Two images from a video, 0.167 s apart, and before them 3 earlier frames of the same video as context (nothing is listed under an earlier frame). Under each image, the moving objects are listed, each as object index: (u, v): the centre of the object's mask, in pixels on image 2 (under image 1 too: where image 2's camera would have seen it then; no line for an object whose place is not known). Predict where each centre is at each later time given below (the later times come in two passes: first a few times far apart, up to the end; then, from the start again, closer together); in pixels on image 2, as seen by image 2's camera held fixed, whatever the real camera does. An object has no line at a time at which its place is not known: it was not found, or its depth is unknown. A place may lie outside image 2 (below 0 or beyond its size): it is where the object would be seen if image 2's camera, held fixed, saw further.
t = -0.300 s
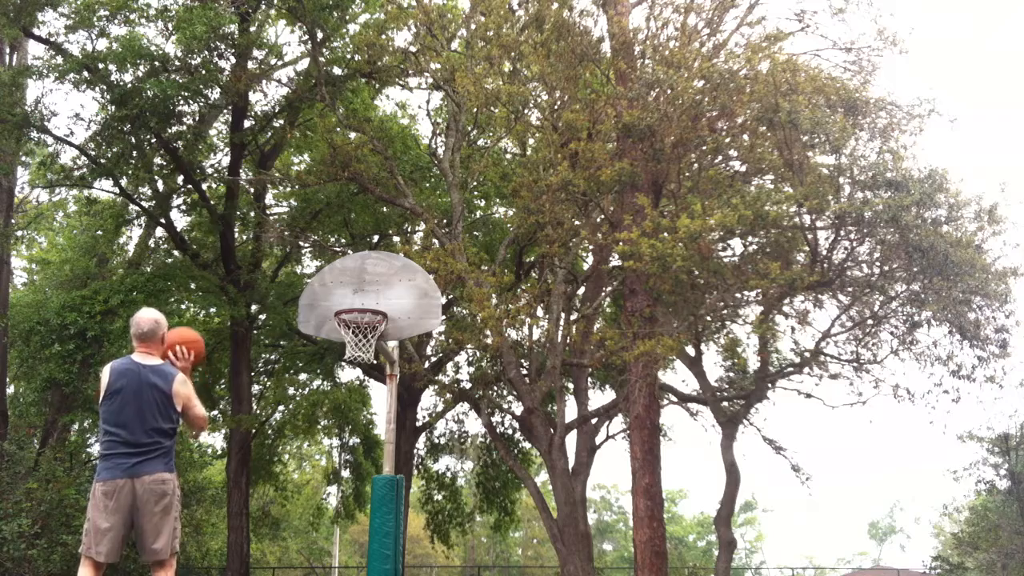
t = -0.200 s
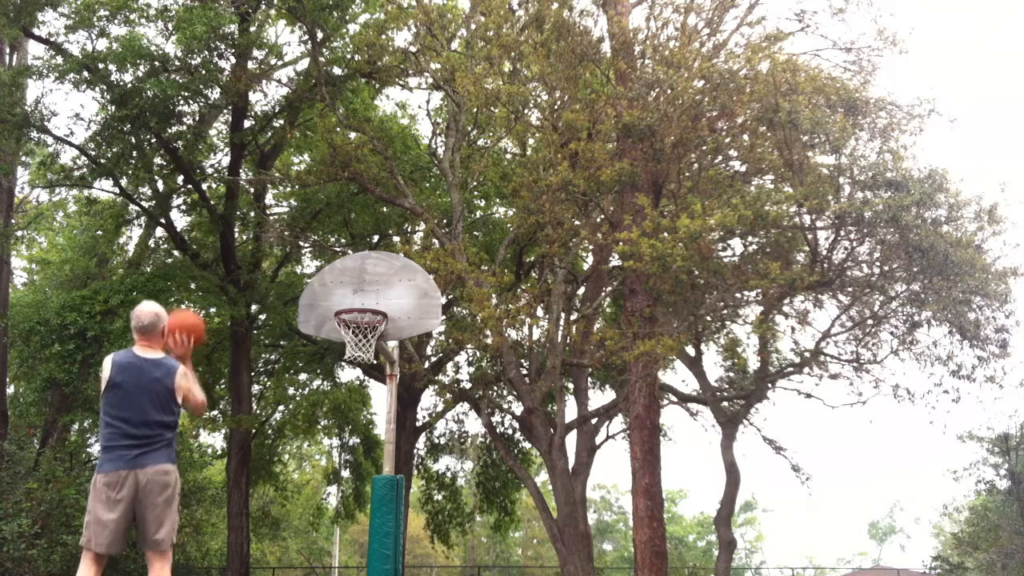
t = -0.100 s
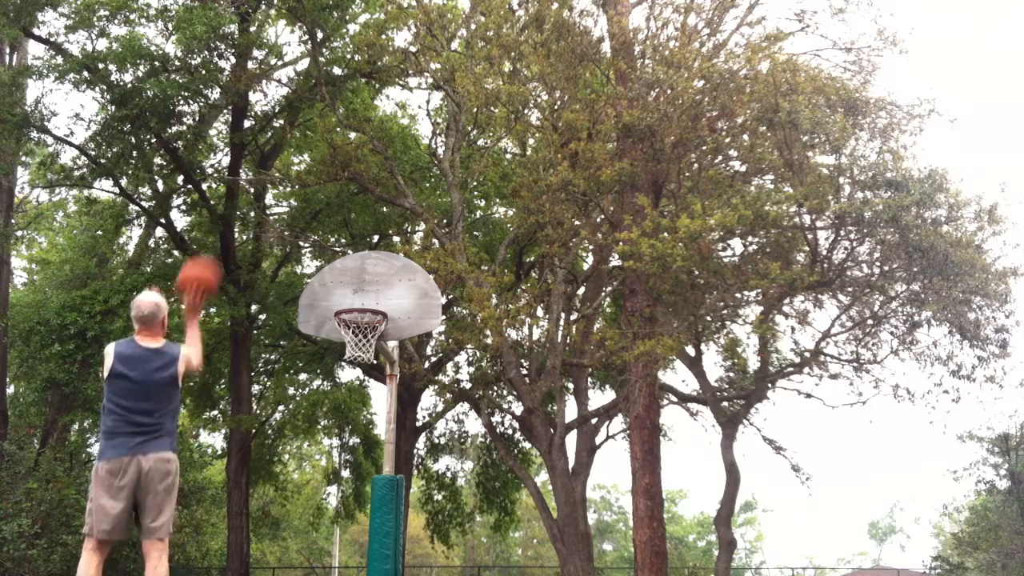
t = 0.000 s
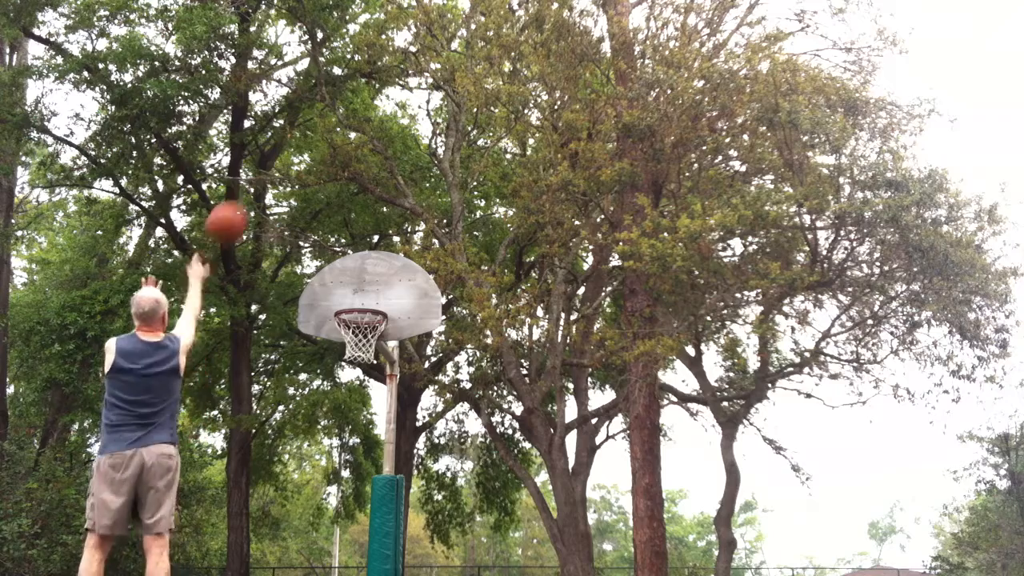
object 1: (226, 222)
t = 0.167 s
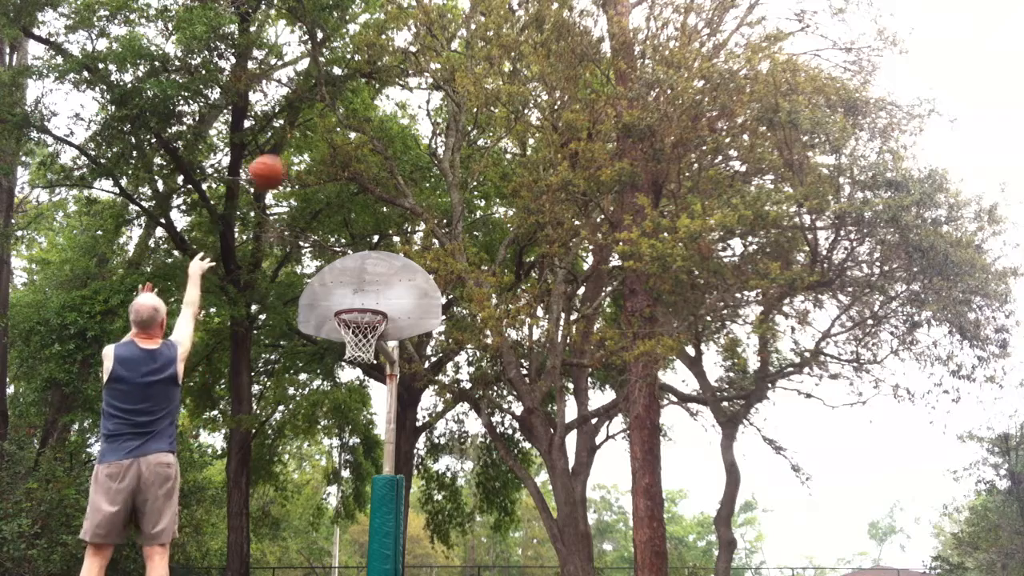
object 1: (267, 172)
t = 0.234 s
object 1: (278, 164)
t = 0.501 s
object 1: (319, 182)
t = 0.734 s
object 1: (345, 255)
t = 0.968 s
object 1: (365, 291)
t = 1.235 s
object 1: (367, 288)
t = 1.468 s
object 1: (364, 281)
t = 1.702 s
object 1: (361, 298)
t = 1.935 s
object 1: (353, 386)
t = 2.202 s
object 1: (339, 570)
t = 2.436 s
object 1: (335, 558)
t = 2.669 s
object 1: (335, 483)
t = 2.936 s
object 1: (327, 483)
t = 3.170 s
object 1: (316, 562)
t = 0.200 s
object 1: (273, 167)
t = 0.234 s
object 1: (278, 164)
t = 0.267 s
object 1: (285, 162)
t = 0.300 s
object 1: (291, 161)
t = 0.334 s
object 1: (296, 162)
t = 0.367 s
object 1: (302, 164)
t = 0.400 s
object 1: (306, 167)
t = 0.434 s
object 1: (310, 170)
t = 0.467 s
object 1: (316, 176)
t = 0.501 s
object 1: (319, 182)
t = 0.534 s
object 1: (323, 189)
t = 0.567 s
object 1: (327, 196)
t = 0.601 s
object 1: (332, 207)
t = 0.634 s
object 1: (335, 217)
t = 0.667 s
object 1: (339, 228)
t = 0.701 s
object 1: (342, 241)
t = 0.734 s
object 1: (345, 255)
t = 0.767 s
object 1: (348, 268)
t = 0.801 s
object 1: (351, 283)
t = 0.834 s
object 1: (354, 297)
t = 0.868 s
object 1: (358, 294)
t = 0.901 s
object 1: (360, 293)
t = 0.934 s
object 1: (363, 292)
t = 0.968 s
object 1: (365, 291)
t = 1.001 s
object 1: (368, 292)
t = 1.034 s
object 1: (371, 294)
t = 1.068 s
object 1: (371, 290)
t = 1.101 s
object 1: (370, 288)
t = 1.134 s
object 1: (370, 287)
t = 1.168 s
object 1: (370, 286)
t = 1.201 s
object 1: (369, 286)
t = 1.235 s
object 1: (367, 288)
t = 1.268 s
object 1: (366, 291)
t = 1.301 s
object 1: (366, 294)
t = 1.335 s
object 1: (365, 294)
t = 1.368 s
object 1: (366, 289)
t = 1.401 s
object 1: (365, 286)
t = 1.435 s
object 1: (364, 283)
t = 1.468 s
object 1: (364, 281)
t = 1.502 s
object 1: (364, 281)
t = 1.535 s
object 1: (364, 280)
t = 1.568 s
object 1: (363, 282)
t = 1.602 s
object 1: (363, 284)
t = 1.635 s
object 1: (363, 288)
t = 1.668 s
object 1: (362, 293)
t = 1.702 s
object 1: (361, 298)
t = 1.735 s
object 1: (360, 306)
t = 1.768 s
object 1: (358, 316)
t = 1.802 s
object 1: (359, 325)
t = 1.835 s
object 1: (358, 337)
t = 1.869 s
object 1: (357, 351)
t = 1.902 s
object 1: (356, 365)
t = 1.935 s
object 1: (353, 386)
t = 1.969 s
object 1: (353, 399)
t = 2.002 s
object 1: (351, 418)
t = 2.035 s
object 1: (351, 438)
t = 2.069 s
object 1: (348, 466)
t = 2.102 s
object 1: (347, 491)
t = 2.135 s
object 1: (345, 516)
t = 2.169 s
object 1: (343, 545)
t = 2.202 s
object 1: (339, 570)
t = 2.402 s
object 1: (335, 569)
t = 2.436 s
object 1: (335, 558)
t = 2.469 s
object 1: (336, 542)
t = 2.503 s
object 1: (335, 529)
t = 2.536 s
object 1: (336, 518)
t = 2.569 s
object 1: (336, 507)
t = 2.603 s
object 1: (335, 497)
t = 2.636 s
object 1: (335, 490)
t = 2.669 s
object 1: (335, 483)
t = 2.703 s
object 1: (334, 478)
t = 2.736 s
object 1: (333, 475)
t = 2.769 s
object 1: (332, 473)
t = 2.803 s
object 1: (331, 473)
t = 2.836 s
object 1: (331, 473)
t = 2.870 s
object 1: (329, 475)
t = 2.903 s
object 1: (329, 478)
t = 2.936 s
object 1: (327, 483)
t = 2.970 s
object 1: (327, 490)
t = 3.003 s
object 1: (324, 498)
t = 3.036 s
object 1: (322, 510)
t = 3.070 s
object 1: (321, 520)
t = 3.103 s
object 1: (319, 533)
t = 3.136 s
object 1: (317, 549)
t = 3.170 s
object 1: (316, 562)
